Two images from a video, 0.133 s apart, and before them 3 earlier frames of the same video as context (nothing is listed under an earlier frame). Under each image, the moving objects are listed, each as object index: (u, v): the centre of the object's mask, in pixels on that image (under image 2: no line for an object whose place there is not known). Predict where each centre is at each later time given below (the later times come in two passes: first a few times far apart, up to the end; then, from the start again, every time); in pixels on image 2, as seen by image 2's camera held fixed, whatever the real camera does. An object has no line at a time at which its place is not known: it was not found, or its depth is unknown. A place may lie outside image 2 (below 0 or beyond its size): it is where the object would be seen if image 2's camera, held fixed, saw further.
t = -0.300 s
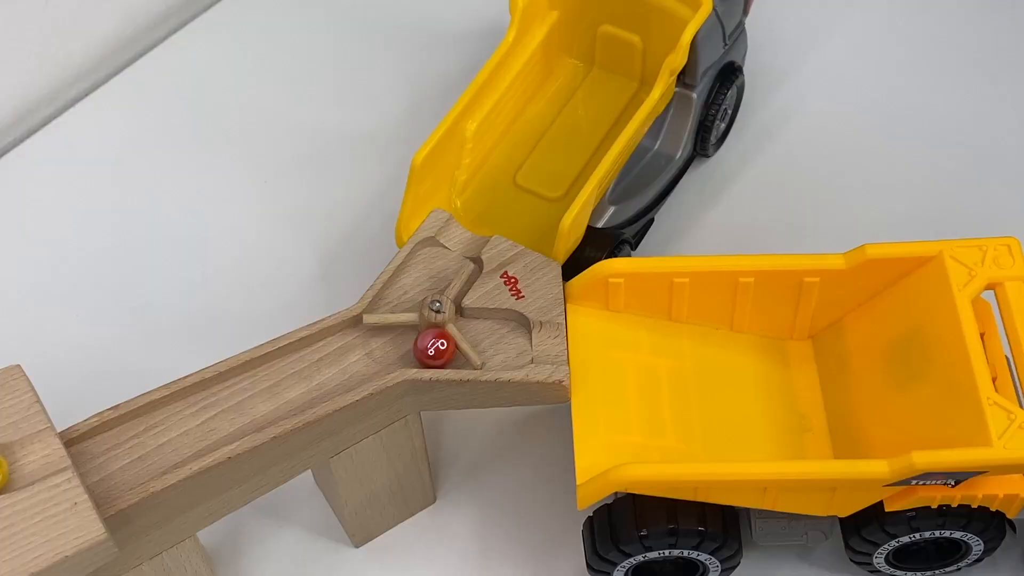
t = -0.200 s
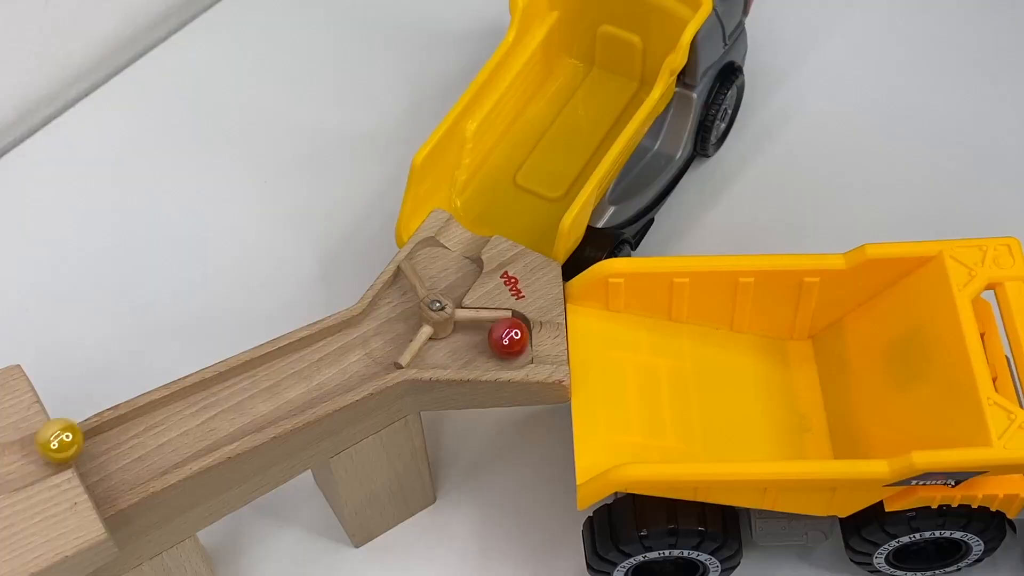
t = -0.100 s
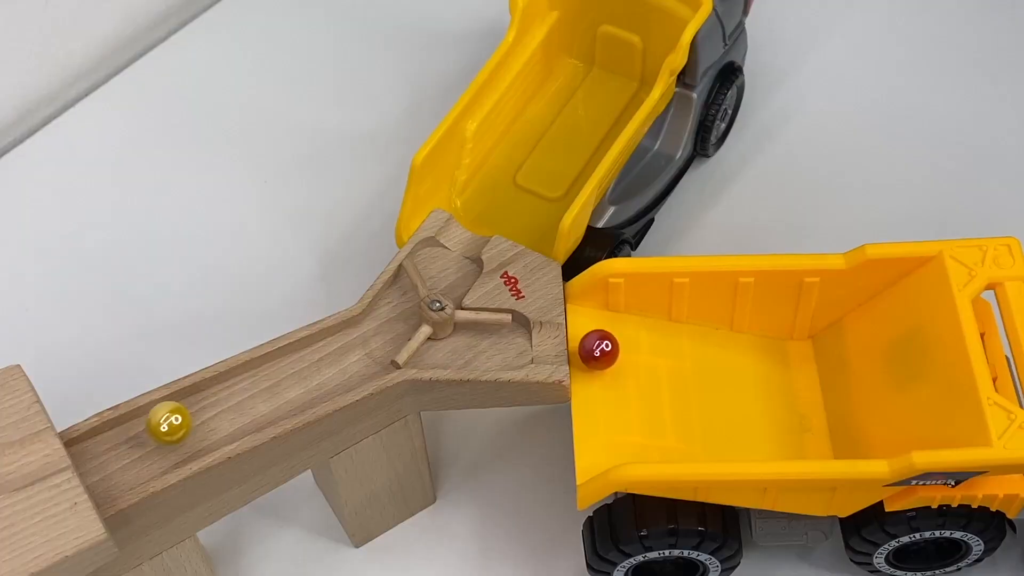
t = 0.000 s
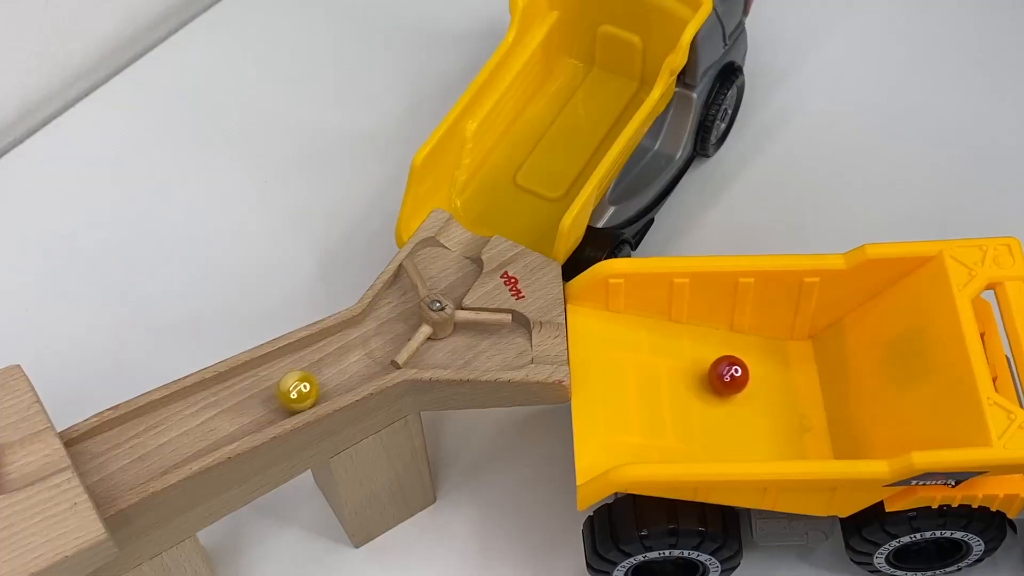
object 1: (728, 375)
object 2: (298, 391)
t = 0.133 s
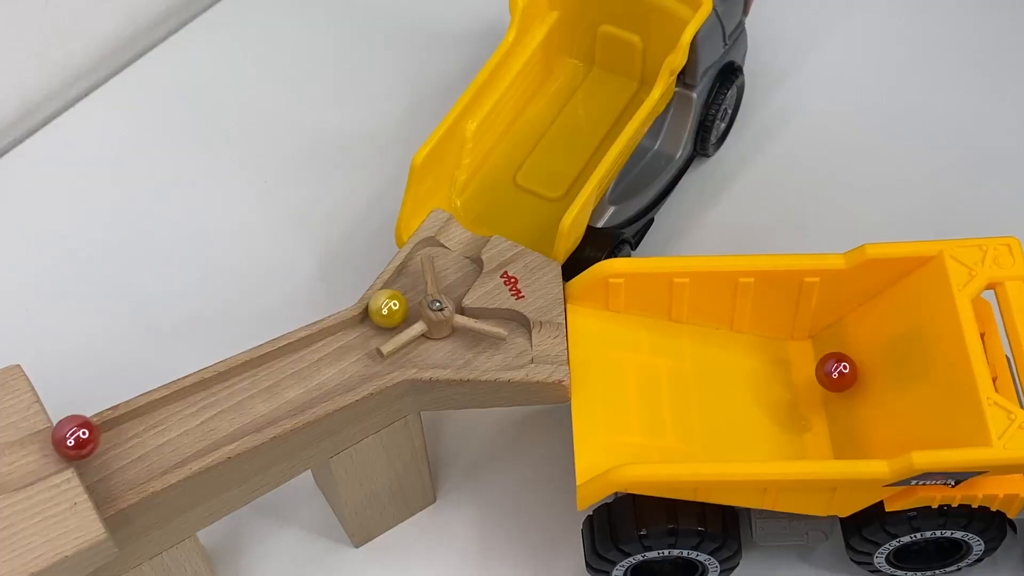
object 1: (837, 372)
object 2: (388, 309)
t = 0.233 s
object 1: (796, 389)
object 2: (446, 247)
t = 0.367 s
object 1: (811, 382)
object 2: (477, 213)
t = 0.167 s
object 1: (823, 383)
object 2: (406, 287)
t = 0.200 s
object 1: (802, 391)
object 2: (425, 265)
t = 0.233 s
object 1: (796, 389)
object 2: (446, 247)
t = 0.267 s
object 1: (802, 389)
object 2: (467, 240)
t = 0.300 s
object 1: (813, 386)
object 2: (477, 228)
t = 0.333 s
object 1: (814, 384)
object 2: (479, 220)
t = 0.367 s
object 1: (811, 382)
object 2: (477, 213)
